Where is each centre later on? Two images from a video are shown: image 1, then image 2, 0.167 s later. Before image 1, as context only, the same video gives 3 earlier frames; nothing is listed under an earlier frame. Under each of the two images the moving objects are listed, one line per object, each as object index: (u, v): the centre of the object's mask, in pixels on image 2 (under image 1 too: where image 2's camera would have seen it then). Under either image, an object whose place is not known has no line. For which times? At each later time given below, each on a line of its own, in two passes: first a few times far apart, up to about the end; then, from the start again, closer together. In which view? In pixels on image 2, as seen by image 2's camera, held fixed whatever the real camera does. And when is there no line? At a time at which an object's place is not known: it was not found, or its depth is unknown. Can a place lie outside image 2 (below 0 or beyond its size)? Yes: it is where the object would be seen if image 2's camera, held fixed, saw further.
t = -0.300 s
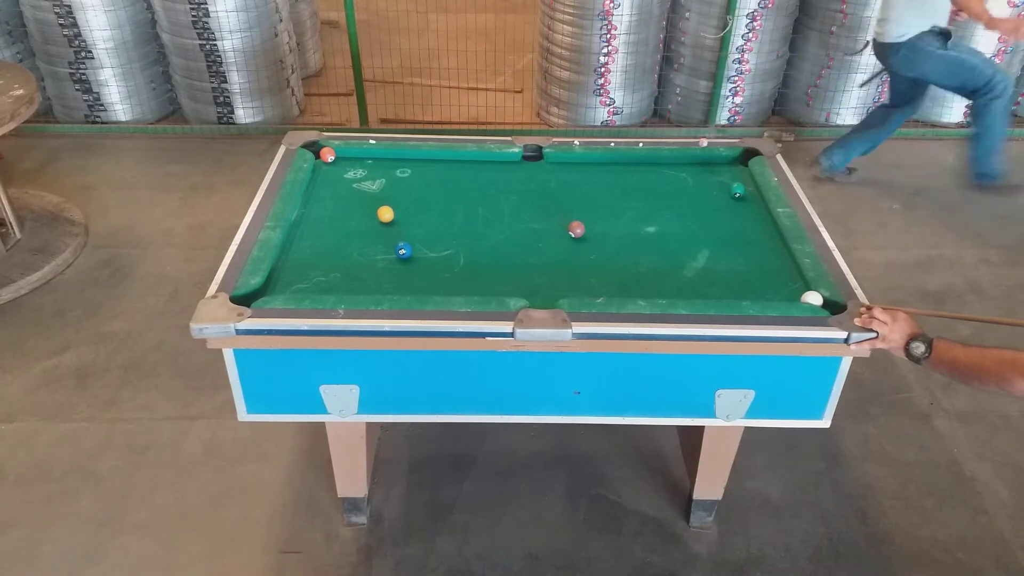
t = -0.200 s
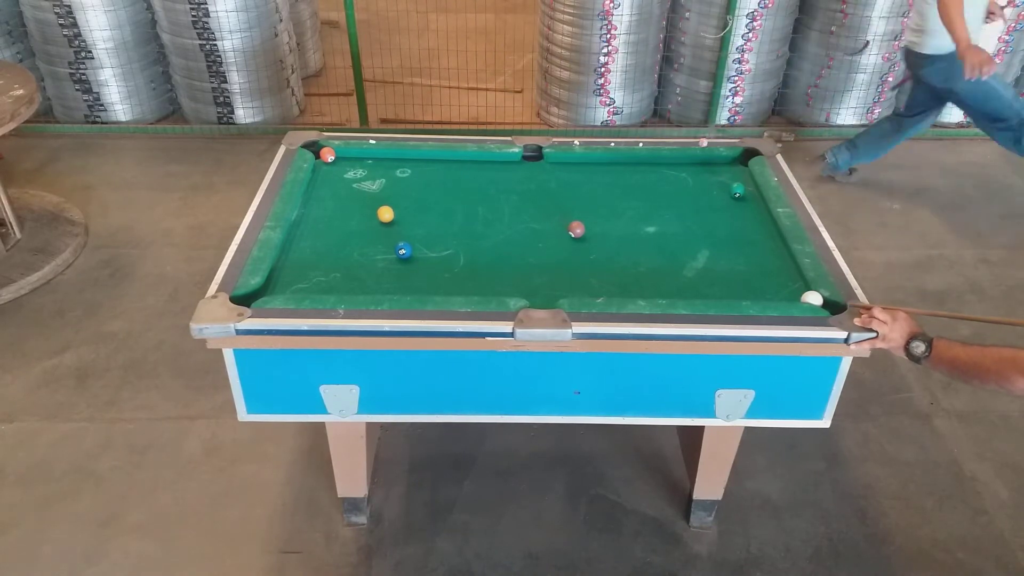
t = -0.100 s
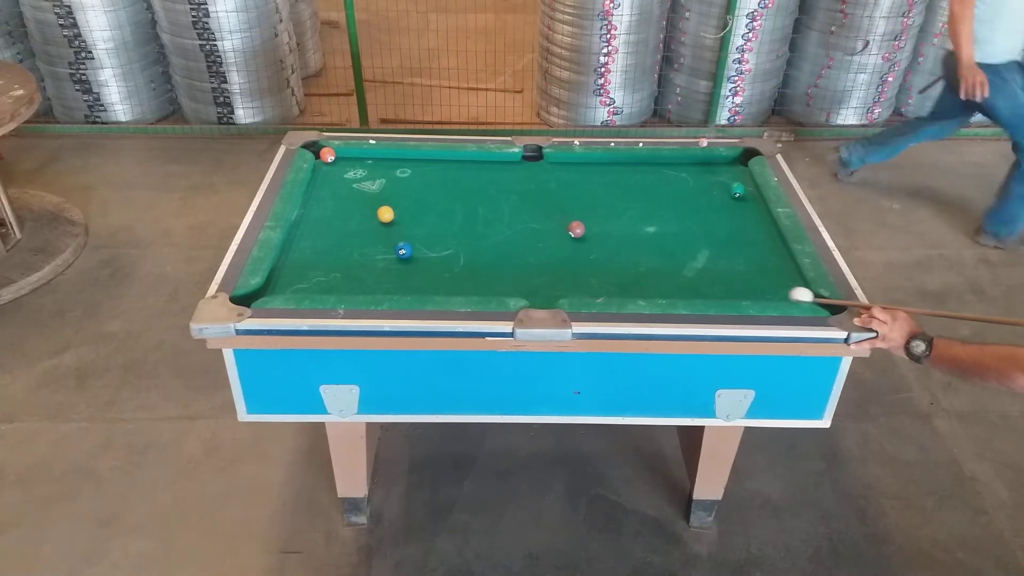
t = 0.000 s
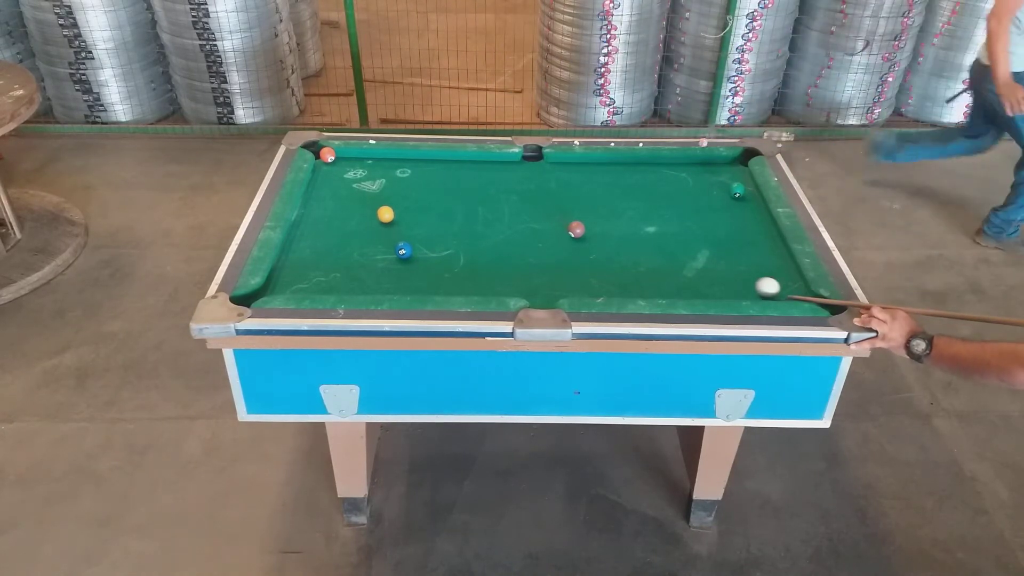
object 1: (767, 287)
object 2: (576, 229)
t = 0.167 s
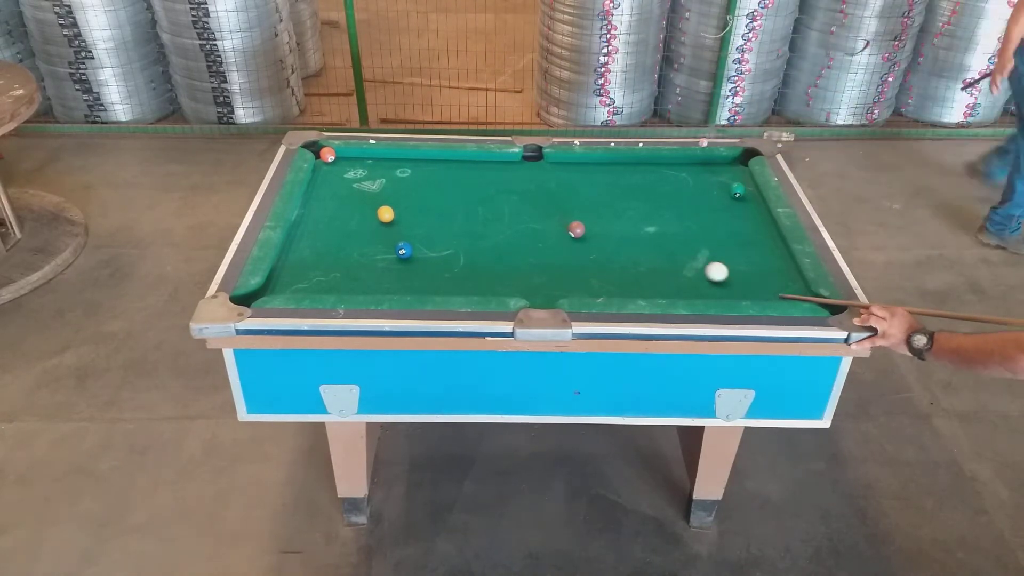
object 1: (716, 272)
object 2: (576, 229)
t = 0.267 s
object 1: (687, 263)
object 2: (576, 229)
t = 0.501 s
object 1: (626, 244)
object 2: (576, 229)
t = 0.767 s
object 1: (583, 231)
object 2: (553, 221)
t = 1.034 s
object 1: (564, 225)
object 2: (515, 209)
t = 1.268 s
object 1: (550, 221)
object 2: (485, 199)
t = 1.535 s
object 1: (537, 217)
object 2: (455, 188)
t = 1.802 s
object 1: (527, 213)
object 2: (428, 179)
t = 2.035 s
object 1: (521, 212)
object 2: (407, 171)
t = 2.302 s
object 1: (516, 210)
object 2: (386, 164)
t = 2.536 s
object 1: (514, 210)
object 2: (369, 158)
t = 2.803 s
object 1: (514, 209)
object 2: (356, 157)
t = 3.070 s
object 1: (514, 210)
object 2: (346, 161)
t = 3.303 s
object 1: (514, 209)
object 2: (340, 162)
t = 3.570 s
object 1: (514, 210)
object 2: (336, 163)
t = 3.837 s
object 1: (514, 210)
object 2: (334, 164)
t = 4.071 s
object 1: (514, 209)
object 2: (334, 164)
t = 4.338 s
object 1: (514, 209)
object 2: (334, 164)
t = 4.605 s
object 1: (514, 209)
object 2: (334, 164)
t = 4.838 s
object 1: (514, 210)
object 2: (334, 164)
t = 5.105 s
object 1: (514, 209)
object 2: (334, 164)
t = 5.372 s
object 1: (514, 210)
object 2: (334, 164)
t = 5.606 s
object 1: (514, 209)
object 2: (334, 164)
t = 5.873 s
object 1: (514, 209)
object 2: (334, 164)
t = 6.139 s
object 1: (514, 210)
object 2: (334, 164)
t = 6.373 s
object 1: (514, 210)
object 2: (334, 164)
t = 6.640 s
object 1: (514, 210)
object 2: (334, 164)
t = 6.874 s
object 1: (514, 210)
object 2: (334, 164)
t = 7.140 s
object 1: (514, 210)
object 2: (334, 164)
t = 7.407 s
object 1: (514, 210)
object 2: (334, 164)
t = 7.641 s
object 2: (334, 164)
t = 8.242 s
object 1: (514, 209)
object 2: (335, 164)
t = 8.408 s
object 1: (514, 209)
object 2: (335, 164)
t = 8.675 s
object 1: (514, 210)
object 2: (334, 164)
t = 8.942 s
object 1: (514, 210)
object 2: (334, 164)
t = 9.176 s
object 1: (514, 209)
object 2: (334, 164)
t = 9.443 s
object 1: (514, 210)
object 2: (334, 164)
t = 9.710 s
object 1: (514, 209)
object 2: (334, 164)
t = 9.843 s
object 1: (514, 209)
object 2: (334, 164)
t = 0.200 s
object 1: (707, 269)
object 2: (576, 229)
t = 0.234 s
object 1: (697, 266)
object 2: (576, 229)
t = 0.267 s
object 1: (687, 263)
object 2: (576, 229)
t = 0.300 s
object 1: (678, 260)
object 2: (576, 229)
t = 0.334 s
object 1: (669, 258)
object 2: (576, 229)
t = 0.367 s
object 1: (660, 255)
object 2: (576, 229)
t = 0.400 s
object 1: (651, 252)
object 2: (576, 229)
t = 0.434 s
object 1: (643, 250)
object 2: (576, 229)
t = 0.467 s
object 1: (634, 247)
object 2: (576, 229)
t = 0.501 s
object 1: (626, 244)
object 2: (576, 229)
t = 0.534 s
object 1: (618, 242)
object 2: (576, 229)
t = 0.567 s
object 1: (610, 239)
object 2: (576, 229)
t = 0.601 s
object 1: (602, 237)
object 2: (576, 229)
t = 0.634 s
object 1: (594, 234)
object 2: (576, 229)
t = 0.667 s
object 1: (591, 233)
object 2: (570, 227)
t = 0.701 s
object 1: (588, 233)
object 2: (563, 225)
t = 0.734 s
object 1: (585, 232)
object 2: (558, 223)
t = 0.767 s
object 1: (583, 231)
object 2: (553, 221)
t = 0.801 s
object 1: (580, 230)
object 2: (548, 220)
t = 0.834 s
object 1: (578, 230)
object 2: (543, 218)
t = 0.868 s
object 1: (575, 229)
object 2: (538, 216)
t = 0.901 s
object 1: (573, 228)
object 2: (533, 215)
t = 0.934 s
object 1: (570, 228)
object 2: (528, 213)
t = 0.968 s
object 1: (568, 227)
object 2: (524, 212)
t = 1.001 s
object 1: (566, 226)
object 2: (519, 210)
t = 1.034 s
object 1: (564, 225)
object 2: (515, 209)
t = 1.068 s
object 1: (562, 225)
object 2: (510, 207)
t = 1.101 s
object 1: (560, 224)
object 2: (506, 205)
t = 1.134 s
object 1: (557, 224)
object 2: (502, 204)
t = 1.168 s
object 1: (555, 223)
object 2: (497, 203)
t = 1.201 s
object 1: (554, 222)
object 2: (493, 201)
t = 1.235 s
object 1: (552, 222)
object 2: (489, 200)
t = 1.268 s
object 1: (550, 221)
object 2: (485, 199)
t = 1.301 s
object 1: (548, 221)
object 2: (481, 197)
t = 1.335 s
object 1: (546, 220)
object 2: (477, 196)
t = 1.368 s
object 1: (545, 219)
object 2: (473, 195)
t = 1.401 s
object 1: (543, 219)
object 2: (469, 193)
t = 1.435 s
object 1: (541, 218)
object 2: (466, 192)
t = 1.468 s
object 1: (540, 218)
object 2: (462, 190)
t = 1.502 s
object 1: (538, 217)
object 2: (458, 189)
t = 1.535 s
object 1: (537, 217)
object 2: (455, 188)
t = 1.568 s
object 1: (535, 216)
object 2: (451, 187)
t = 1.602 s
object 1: (534, 216)
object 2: (447, 186)
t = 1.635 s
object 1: (533, 216)
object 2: (444, 184)
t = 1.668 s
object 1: (532, 215)
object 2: (440, 183)
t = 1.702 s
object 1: (530, 215)
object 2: (437, 182)
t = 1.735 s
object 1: (529, 214)
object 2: (434, 181)
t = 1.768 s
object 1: (528, 214)
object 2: (431, 180)
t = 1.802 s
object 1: (527, 213)
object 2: (428, 179)
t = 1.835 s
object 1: (526, 213)
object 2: (425, 178)
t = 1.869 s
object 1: (525, 213)
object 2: (422, 176)
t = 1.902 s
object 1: (524, 212)
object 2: (419, 175)
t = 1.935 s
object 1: (523, 212)
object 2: (416, 174)
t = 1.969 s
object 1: (522, 212)
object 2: (413, 173)
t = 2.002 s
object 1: (522, 212)
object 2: (410, 172)
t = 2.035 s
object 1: (521, 212)
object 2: (407, 171)
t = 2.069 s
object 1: (520, 212)
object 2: (404, 170)
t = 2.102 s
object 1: (520, 211)
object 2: (402, 169)
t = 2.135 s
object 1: (519, 211)
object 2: (399, 168)
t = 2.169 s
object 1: (519, 211)
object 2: (396, 167)
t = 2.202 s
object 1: (518, 211)
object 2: (393, 166)
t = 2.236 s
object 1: (517, 211)
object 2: (391, 166)
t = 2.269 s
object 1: (517, 211)
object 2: (388, 165)
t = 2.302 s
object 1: (516, 210)
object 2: (386, 164)
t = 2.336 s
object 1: (516, 210)
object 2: (383, 162)
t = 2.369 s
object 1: (515, 210)
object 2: (381, 162)
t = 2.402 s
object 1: (515, 210)
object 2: (378, 161)
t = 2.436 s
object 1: (515, 210)
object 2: (376, 160)
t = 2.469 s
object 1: (514, 210)
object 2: (374, 159)
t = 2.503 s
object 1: (514, 210)
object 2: (372, 158)
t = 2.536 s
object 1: (514, 210)
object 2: (369, 158)
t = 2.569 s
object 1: (514, 209)
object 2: (367, 157)
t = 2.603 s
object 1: (514, 209)
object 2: (365, 156)
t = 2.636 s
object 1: (514, 209)
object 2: (363, 156)
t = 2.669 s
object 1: (514, 209)
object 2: (362, 156)
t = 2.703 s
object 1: (514, 209)
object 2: (360, 157)
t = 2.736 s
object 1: (514, 209)
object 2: (359, 157)
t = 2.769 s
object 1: (514, 209)
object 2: (357, 157)
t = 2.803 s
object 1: (514, 209)
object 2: (356, 157)
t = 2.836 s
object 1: (514, 209)
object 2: (355, 158)
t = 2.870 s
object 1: (514, 209)
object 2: (353, 158)
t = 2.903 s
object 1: (514, 209)
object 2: (352, 158)
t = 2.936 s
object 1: (514, 209)
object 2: (351, 159)
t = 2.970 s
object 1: (514, 209)
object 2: (350, 159)
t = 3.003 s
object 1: (514, 209)
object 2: (348, 160)
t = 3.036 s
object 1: (514, 210)
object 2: (348, 160)
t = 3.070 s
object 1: (514, 210)
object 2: (346, 161)
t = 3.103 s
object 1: (514, 210)
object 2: (345, 161)
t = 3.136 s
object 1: (514, 210)
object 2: (344, 161)
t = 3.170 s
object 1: (514, 210)
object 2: (344, 161)
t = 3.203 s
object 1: (514, 210)
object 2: (343, 161)
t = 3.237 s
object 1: (514, 210)
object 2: (342, 161)
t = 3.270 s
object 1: (514, 209)
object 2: (341, 162)
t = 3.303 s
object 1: (514, 209)
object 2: (340, 162)
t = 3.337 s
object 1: (514, 209)
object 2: (340, 162)
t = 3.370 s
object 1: (514, 209)
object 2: (339, 162)
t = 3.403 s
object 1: (514, 209)
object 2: (338, 162)
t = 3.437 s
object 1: (514, 209)
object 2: (338, 163)
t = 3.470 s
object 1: (514, 210)
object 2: (337, 163)
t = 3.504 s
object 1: (514, 209)
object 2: (337, 163)
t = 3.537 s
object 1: (514, 210)
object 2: (336, 163)
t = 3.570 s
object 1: (514, 210)
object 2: (336, 163)
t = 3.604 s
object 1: (514, 210)
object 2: (336, 163)
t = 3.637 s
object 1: (514, 210)
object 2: (336, 163)
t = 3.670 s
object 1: (514, 209)
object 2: (335, 164)
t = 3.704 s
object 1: (514, 209)
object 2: (335, 164)
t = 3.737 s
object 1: (514, 209)
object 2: (334, 163)
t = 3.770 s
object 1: (514, 209)
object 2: (334, 163)
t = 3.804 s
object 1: (514, 209)
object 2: (334, 164)
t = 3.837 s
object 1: (514, 210)
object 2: (334, 164)
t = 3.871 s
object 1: (514, 209)
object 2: (334, 164)
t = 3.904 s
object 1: (514, 209)
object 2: (334, 164)
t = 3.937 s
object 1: (514, 209)
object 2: (334, 164)
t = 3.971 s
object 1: (514, 209)
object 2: (334, 164)
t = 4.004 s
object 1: (514, 209)
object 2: (334, 164)
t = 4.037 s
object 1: (514, 209)
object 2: (334, 164)
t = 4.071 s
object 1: (514, 209)
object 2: (334, 164)
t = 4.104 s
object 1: (514, 209)
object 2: (334, 164)
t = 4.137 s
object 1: (514, 209)
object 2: (334, 164)
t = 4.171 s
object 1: (514, 209)
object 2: (334, 164)
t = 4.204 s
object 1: (514, 209)
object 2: (334, 164)
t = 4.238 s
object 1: (514, 209)
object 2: (334, 164)
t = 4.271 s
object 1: (514, 209)
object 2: (334, 164)
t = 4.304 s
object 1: (514, 209)
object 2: (334, 164)
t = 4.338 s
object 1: (514, 209)
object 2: (334, 164)
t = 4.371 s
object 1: (514, 209)
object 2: (334, 164)
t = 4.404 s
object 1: (514, 209)
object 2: (334, 164)
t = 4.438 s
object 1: (514, 209)
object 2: (334, 164)
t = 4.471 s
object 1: (514, 209)
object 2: (334, 164)
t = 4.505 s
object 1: (514, 209)
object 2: (334, 164)
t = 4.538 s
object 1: (514, 209)
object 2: (334, 164)
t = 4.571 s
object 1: (514, 209)
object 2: (334, 164)
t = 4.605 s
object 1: (514, 209)
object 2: (334, 164)
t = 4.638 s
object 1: (514, 209)
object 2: (334, 164)
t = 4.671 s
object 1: (514, 209)
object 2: (334, 164)
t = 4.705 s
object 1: (514, 209)
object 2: (334, 164)
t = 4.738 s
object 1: (514, 209)
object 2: (334, 164)
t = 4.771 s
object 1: (514, 209)
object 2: (334, 164)
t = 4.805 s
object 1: (514, 210)
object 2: (334, 164)
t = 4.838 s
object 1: (514, 210)
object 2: (334, 164)
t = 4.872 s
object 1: (514, 210)
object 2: (334, 164)
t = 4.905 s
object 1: (514, 210)
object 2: (334, 164)
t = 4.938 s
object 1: (514, 210)
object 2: (334, 164)
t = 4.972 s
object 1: (514, 209)
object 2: (334, 164)
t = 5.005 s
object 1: (514, 209)
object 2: (334, 164)
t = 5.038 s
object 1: (514, 209)
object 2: (334, 164)
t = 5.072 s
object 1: (514, 209)
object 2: (334, 164)
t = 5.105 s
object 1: (514, 209)
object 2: (334, 164)
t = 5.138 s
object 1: (514, 209)
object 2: (334, 164)
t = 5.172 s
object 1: (514, 210)
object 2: (334, 164)
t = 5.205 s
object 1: (514, 210)
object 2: (334, 164)
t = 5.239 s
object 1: (514, 210)
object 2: (334, 164)
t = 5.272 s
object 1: (514, 210)
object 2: (334, 164)
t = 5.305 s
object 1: (514, 210)
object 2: (334, 164)
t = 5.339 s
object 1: (514, 209)
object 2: (334, 164)
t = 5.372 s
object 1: (514, 210)
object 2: (334, 164)
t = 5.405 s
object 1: (514, 209)
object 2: (334, 164)
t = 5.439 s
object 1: (514, 209)
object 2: (334, 164)
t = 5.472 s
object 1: (514, 209)
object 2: (334, 164)
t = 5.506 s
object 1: (514, 209)
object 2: (334, 164)
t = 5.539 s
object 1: (514, 209)
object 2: (334, 164)
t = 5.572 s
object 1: (514, 209)
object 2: (334, 164)
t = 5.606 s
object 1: (514, 209)
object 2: (334, 164)
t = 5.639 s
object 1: (514, 209)
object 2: (334, 164)
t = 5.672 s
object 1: (514, 210)
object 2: (334, 164)
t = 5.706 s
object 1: (514, 209)
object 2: (334, 164)
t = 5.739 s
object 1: (514, 209)
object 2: (334, 164)
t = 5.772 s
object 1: (514, 209)
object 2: (334, 164)
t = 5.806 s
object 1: (514, 209)
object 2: (334, 164)
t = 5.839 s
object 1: (514, 210)
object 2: (334, 164)
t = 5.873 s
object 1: (514, 209)
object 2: (334, 164)
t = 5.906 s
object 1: (514, 209)
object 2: (334, 164)
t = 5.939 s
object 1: (514, 209)
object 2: (334, 164)
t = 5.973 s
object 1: (514, 209)
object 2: (334, 164)
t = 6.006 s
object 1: (514, 209)
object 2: (334, 164)
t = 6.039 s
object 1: (514, 209)
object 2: (334, 164)
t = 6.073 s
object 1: (514, 210)
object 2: (334, 164)
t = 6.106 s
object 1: (514, 210)
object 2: (334, 164)
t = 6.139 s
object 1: (514, 210)
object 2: (334, 164)
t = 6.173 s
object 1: (514, 210)
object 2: (334, 164)
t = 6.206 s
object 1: (514, 210)
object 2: (334, 164)
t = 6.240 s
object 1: (514, 209)
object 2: (334, 164)
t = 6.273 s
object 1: (514, 209)
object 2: (334, 164)
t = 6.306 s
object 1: (514, 209)
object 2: (334, 164)
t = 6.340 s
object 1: (514, 209)
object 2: (334, 164)
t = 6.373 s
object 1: (514, 210)
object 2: (334, 164)
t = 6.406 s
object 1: (514, 210)
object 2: (334, 164)
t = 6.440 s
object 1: (514, 209)
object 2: (334, 164)
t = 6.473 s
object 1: (514, 210)
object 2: (334, 164)
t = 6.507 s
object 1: (514, 209)
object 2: (334, 164)
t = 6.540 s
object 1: (514, 209)
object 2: (334, 164)
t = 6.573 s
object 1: (514, 209)
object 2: (334, 164)
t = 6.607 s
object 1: (514, 209)
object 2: (334, 164)
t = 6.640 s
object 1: (514, 210)
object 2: (334, 164)
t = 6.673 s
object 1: (514, 210)
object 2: (334, 164)
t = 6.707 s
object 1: (514, 210)
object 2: (334, 164)
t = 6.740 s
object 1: (514, 210)
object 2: (334, 164)
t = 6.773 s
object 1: (514, 210)
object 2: (334, 164)
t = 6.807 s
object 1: (514, 210)
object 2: (334, 164)
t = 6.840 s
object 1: (514, 210)
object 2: (334, 164)
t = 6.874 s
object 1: (514, 210)
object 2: (334, 164)
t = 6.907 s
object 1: (514, 210)
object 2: (334, 164)
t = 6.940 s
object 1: (514, 210)
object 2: (334, 164)
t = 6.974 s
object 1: (514, 210)
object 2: (334, 164)
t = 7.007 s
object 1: (514, 210)
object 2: (334, 164)
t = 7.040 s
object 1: (514, 210)
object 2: (334, 164)
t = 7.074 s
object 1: (514, 210)
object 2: (334, 164)
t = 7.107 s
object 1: (514, 210)
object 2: (334, 164)
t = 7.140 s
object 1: (514, 210)
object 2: (334, 164)
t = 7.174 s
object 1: (514, 210)
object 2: (334, 164)
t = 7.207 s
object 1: (514, 210)
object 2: (334, 164)
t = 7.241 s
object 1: (514, 210)
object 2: (334, 164)
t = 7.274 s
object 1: (514, 210)
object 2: (334, 164)
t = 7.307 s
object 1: (514, 210)
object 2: (334, 164)
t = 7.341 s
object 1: (514, 210)
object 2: (334, 164)
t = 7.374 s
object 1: (514, 210)
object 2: (335, 164)
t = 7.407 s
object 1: (514, 210)
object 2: (334, 164)
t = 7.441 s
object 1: (513, 208)
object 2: (334, 164)
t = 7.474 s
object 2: (334, 164)
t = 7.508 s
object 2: (334, 164)
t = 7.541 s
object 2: (334, 164)
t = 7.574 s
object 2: (334, 164)
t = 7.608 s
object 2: (334, 164)
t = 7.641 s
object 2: (334, 164)
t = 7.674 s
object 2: (334, 164)
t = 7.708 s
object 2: (334, 164)
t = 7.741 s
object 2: (334, 164)
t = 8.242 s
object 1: (514, 209)
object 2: (335, 164)
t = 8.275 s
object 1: (514, 209)
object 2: (335, 164)
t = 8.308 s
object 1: (514, 209)
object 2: (335, 164)
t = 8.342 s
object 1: (514, 209)
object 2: (335, 164)
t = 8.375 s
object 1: (514, 209)
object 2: (335, 164)
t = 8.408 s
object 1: (514, 209)
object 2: (335, 164)
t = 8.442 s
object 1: (514, 209)
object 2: (335, 164)
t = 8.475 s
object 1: (514, 209)
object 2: (335, 164)
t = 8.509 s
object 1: (514, 209)
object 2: (335, 164)
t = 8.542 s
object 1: (514, 209)
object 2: (335, 164)
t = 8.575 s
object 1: (514, 209)
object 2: (334, 164)
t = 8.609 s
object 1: (514, 209)
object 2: (334, 164)
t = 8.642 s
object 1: (514, 209)
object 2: (334, 164)
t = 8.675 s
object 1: (514, 210)
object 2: (334, 164)
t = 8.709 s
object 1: (514, 210)
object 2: (334, 164)
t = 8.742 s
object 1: (514, 210)
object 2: (334, 164)
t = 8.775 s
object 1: (514, 210)
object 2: (334, 164)
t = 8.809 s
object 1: (514, 210)
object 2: (334, 164)
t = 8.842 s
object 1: (514, 210)
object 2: (334, 164)
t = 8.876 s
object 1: (514, 210)
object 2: (334, 164)
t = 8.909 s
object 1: (514, 210)
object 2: (334, 164)
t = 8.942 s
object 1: (514, 210)
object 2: (334, 164)
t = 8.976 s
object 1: (514, 209)
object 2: (334, 164)
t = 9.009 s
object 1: (514, 210)
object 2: (334, 164)
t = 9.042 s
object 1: (514, 209)
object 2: (334, 164)
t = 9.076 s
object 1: (514, 210)
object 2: (334, 164)
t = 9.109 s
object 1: (514, 209)
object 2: (334, 164)
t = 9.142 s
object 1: (514, 209)
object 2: (334, 164)
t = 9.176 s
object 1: (514, 209)
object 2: (334, 164)
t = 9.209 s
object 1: (514, 209)
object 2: (334, 164)
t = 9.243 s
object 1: (514, 209)
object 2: (334, 164)
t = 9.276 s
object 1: (514, 209)
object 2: (334, 164)
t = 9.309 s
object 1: (514, 209)
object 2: (334, 164)
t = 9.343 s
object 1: (514, 209)
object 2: (334, 164)
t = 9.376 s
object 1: (514, 209)
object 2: (334, 164)
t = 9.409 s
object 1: (514, 209)
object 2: (334, 164)
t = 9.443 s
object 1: (514, 210)
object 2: (334, 164)
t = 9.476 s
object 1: (514, 210)
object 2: (334, 164)
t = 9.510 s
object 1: (514, 210)
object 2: (334, 164)
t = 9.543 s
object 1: (514, 209)
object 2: (334, 164)
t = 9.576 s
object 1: (514, 209)
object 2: (334, 164)
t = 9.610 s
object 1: (514, 209)
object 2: (334, 164)
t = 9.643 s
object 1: (514, 209)
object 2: (334, 164)
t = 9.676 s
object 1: (514, 209)
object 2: (334, 164)
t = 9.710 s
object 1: (514, 209)
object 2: (334, 164)
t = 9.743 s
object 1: (514, 209)
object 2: (334, 164)
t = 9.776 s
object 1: (514, 209)
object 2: (334, 164)
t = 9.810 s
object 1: (514, 209)
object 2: (334, 164)
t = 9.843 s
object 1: (514, 209)
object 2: (334, 164)
